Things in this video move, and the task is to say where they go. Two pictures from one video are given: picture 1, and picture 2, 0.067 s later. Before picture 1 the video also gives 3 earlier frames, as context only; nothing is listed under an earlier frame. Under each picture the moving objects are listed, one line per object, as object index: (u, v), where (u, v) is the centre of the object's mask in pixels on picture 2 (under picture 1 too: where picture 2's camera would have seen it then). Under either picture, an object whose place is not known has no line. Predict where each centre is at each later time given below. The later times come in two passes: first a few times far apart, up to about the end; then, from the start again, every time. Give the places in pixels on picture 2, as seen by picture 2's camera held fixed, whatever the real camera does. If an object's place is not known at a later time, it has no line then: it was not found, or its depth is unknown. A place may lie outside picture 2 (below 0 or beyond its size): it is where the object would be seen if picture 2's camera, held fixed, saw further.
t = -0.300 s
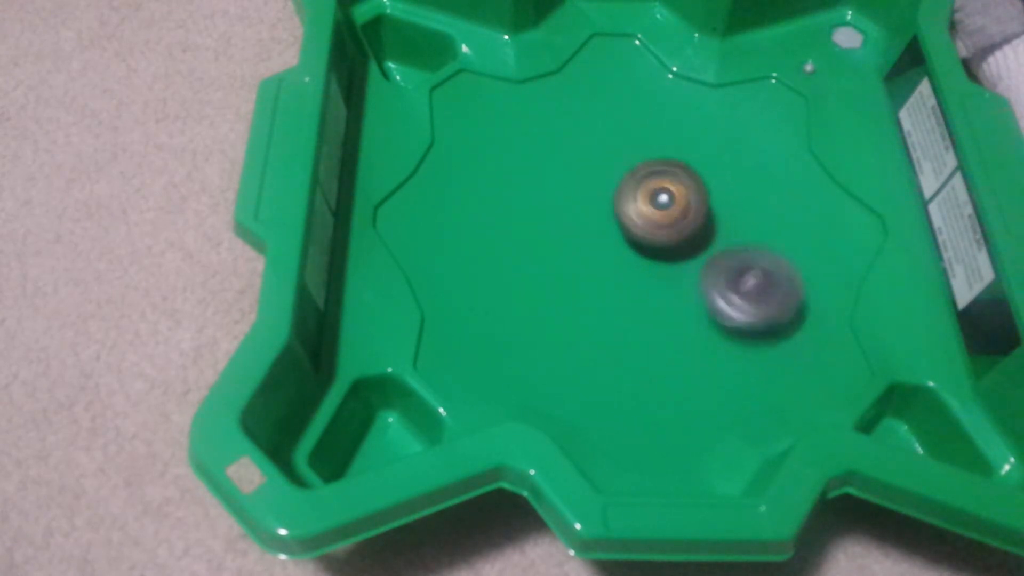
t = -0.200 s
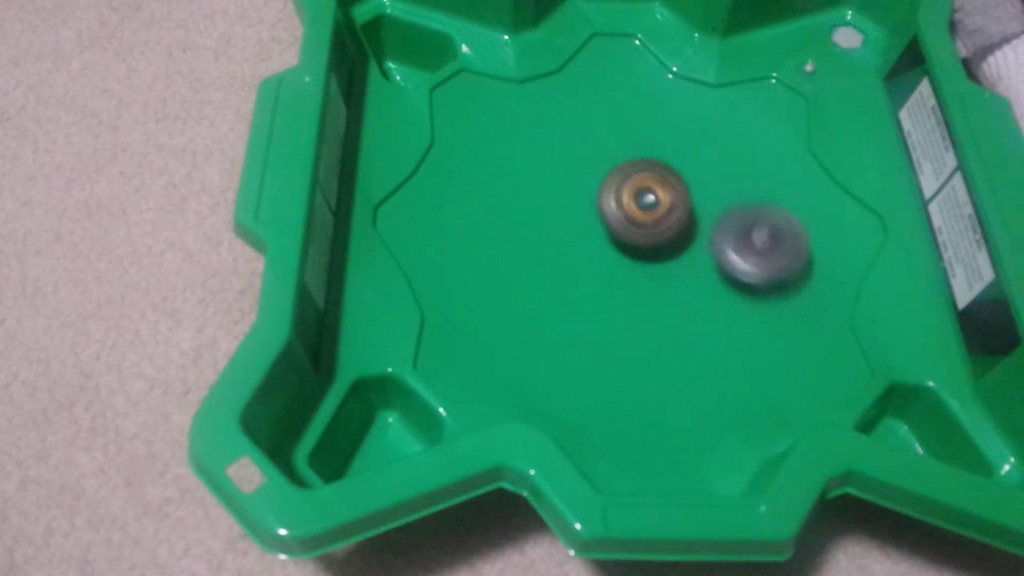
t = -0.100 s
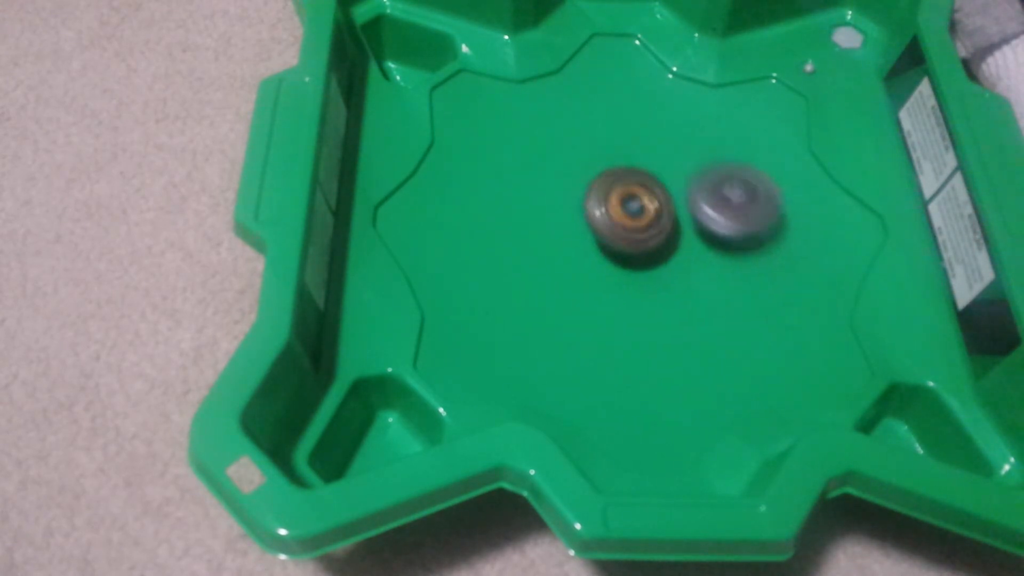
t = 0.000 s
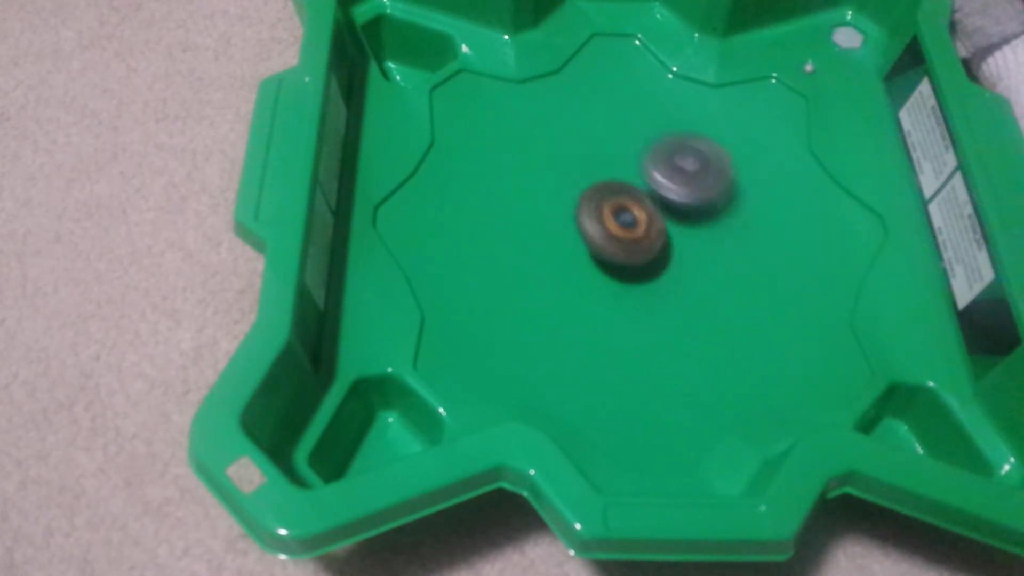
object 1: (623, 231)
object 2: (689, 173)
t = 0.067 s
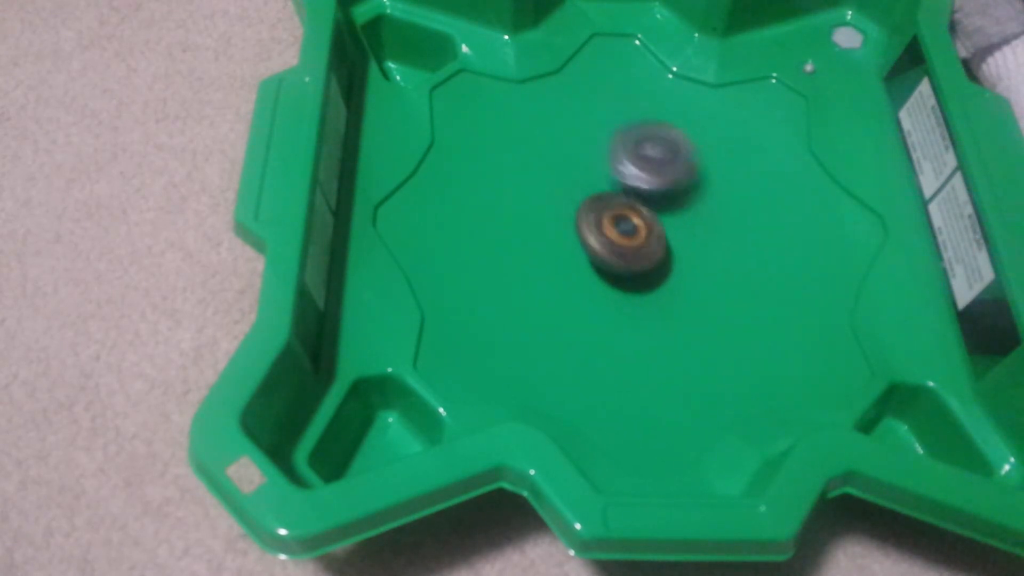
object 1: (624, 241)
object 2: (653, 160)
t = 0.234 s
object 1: (641, 259)
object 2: (563, 165)
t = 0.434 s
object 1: (665, 252)
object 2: (518, 231)
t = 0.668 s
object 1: (653, 220)
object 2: (623, 299)
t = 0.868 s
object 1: (620, 219)
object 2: (715, 253)
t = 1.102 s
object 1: (611, 242)
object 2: (708, 160)
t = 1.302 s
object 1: (635, 250)
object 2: (618, 131)
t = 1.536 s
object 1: (650, 227)
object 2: (552, 205)
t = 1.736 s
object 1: (631, 208)
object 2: (596, 290)
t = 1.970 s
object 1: (610, 220)
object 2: (709, 299)
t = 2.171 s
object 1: (626, 238)
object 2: (732, 225)
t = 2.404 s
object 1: (620, 235)
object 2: (717, 136)
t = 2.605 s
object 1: (615, 225)
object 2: (639, 112)
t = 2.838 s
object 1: (613, 244)
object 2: (574, 159)
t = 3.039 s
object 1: (634, 333)
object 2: (572, 111)
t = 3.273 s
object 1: (679, 326)
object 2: (598, 138)
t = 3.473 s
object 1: (676, 271)
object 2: (655, 186)
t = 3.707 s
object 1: (631, 265)
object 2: (705, 204)
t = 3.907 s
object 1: (598, 278)
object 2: (731, 241)
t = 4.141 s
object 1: (601, 285)
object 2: (717, 273)
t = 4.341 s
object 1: (562, 249)
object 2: (743, 288)
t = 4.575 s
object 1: (544, 223)
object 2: (703, 256)
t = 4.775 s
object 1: (547, 214)
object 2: (642, 224)
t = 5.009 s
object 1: (540, 203)
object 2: (643, 188)
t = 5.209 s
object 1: (558, 203)
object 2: (644, 170)
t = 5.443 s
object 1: (594, 200)
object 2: (682, 170)
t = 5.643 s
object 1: (609, 197)
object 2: (718, 177)
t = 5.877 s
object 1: (625, 190)
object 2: (718, 214)
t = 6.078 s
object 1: (619, 187)
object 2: (707, 257)
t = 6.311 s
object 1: (616, 200)
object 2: (665, 285)
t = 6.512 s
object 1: (631, 203)
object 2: (615, 292)
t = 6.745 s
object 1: (645, 194)
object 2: (572, 268)
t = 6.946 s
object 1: (651, 192)
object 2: (569, 232)
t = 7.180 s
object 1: (677, 179)
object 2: (575, 202)
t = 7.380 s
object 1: (686, 180)
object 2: (586, 193)
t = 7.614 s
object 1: (694, 193)
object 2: (596, 216)
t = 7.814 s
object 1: (713, 197)
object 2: (607, 244)
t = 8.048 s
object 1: (712, 201)
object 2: (637, 261)
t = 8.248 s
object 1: (701, 211)
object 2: (621, 284)
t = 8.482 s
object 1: (699, 232)
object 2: (608, 272)
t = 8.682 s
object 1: (704, 226)
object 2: (593, 246)
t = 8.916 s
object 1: (708, 222)
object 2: (578, 210)
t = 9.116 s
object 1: (698, 230)
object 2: (602, 196)
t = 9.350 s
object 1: (723, 248)
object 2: (617, 192)
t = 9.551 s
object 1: (723, 245)
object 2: (629, 202)
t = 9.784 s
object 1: (700, 256)
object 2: (611, 214)
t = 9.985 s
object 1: (714, 276)
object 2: (594, 222)
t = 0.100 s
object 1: (626, 246)
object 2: (634, 157)
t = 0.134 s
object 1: (628, 250)
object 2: (615, 155)
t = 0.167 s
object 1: (632, 254)
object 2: (597, 156)
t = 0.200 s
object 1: (636, 256)
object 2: (579, 158)
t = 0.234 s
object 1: (641, 259)
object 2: (563, 165)
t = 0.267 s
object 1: (646, 260)
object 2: (549, 171)
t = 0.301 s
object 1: (650, 260)
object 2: (536, 181)
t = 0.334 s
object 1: (655, 259)
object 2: (527, 191)
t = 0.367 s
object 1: (659, 257)
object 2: (521, 205)
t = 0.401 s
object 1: (663, 255)
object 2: (517, 218)
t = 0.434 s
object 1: (665, 252)
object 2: (518, 231)
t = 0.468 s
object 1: (667, 248)
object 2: (525, 249)
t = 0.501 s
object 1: (667, 243)
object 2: (536, 263)
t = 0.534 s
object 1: (666, 239)
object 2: (548, 274)
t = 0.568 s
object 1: (664, 234)
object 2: (565, 286)
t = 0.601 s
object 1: (661, 230)
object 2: (583, 294)
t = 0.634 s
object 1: (658, 226)
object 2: (604, 299)
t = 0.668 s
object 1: (653, 220)
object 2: (623, 299)
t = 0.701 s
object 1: (648, 216)
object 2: (643, 297)
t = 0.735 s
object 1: (641, 213)
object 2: (662, 294)
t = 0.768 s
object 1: (633, 212)
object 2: (678, 286)
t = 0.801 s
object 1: (627, 214)
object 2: (693, 277)
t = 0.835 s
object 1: (622, 216)
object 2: (706, 266)
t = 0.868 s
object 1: (620, 219)
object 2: (715, 253)
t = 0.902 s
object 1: (616, 221)
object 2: (723, 239)
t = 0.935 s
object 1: (613, 224)
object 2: (727, 226)
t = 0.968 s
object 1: (610, 227)
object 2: (730, 213)
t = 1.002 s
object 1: (609, 231)
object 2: (728, 199)
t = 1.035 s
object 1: (609, 235)
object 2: (724, 184)
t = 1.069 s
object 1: (609, 238)
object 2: (717, 171)
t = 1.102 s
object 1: (611, 242)
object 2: (708, 160)
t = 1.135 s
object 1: (614, 245)
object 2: (697, 150)
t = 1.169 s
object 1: (618, 248)
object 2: (683, 142)
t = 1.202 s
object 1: (621, 250)
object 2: (668, 135)
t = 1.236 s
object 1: (626, 251)
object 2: (652, 131)
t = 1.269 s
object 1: (631, 251)
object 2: (635, 130)
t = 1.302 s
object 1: (635, 250)
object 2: (618, 131)
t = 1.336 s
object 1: (640, 249)
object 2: (603, 135)
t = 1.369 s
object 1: (643, 246)
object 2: (588, 143)
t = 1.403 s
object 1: (647, 243)
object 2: (576, 152)
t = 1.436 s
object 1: (649, 240)
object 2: (566, 163)
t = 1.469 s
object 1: (651, 236)
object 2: (560, 177)
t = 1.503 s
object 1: (651, 231)
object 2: (554, 191)
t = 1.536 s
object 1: (650, 227)
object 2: (552, 205)
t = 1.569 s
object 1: (649, 222)
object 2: (554, 222)
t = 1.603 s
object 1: (647, 218)
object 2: (557, 237)
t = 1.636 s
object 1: (644, 214)
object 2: (563, 252)
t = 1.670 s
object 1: (640, 211)
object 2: (570, 263)
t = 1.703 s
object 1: (635, 209)
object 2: (582, 279)
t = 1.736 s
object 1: (631, 208)
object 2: (596, 290)
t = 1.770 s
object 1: (626, 207)
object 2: (612, 300)
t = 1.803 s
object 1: (622, 208)
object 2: (625, 304)
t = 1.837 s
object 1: (617, 210)
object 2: (642, 308)
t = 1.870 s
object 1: (614, 212)
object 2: (661, 312)
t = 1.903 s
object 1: (612, 214)
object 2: (678, 310)
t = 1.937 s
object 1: (610, 217)
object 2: (694, 306)
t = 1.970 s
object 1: (610, 220)
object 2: (709, 299)
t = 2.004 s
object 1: (610, 224)
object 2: (721, 290)
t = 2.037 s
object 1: (612, 228)
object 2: (730, 278)
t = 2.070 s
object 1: (614, 231)
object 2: (735, 265)
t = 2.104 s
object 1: (617, 234)
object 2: (737, 252)
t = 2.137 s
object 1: (621, 236)
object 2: (736, 237)
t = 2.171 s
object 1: (626, 238)
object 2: (732, 225)
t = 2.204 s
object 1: (631, 239)
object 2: (726, 213)
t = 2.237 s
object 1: (630, 240)
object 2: (723, 200)
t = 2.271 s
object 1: (623, 240)
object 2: (729, 186)
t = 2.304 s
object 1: (619, 241)
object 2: (731, 172)
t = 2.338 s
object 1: (619, 240)
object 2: (728, 159)
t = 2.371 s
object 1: (619, 238)
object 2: (723, 147)
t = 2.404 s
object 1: (620, 235)
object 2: (717, 136)
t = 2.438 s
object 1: (619, 233)
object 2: (708, 127)
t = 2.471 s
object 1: (618, 232)
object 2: (697, 119)
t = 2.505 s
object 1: (618, 230)
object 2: (683, 114)
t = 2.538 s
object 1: (618, 228)
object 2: (669, 111)
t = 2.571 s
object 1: (617, 226)
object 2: (654, 110)
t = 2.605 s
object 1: (615, 225)
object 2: (639, 112)
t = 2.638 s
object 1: (614, 224)
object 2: (624, 117)
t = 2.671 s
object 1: (614, 223)
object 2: (612, 127)
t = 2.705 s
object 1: (613, 223)
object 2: (600, 135)
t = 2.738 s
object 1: (612, 231)
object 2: (592, 137)
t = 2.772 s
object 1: (612, 238)
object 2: (585, 142)
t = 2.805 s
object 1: (612, 242)
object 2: (578, 149)
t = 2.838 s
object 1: (613, 244)
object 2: (574, 159)
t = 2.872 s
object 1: (614, 259)
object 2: (575, 159)
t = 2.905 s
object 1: (616, 284)
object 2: (573, 142)
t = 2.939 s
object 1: (619, 304)
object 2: (573, 130)
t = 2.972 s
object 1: (624, 318)
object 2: (573, 122)
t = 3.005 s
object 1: (628, 327)
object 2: (572, 116)
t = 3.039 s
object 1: (634, 333)
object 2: (572, 111)
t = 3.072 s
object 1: (640, 337)
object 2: (571, 108)
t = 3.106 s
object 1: (648, 340)
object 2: (572, 107)
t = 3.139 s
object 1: (655, 340)
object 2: (574, 109)
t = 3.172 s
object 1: (663, 339)
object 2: (578, 115)
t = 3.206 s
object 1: (669, 336)
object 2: (583, 121)
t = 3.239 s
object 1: (675, 332)
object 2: (590, 129)
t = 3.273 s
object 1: (679, 326)
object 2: (598, 138)
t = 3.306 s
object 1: (683, 319)
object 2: (607, 145)
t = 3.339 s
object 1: (684, 311)
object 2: (616, 153)
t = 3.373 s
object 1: (685, 301)
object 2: (625, 160)
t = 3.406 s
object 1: (683, 292)
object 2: (635, 169)
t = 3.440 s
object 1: (680, 281)
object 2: (644, 177)
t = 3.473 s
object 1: (676, 271)
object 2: (655, 186)
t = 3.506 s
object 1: (674, 266)
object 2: (662, 183)
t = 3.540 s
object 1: (668, 268)
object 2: (669, 181)
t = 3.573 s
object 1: (663, 267)
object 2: (676, 181)
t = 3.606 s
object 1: (656, 265)
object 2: (683, 183)
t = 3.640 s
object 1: (648, 263)
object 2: (690, 188)
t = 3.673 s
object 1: (639, 264)
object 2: (697, 196)
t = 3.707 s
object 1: (631, 265)
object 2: (705, 204)
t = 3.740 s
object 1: (623, 266)
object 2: (712, 212)
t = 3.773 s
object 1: (616, 268)
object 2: (718, 218)
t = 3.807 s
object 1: (610, 270)
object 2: (723, 223)
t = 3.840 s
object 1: (605, 272)
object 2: (725, 228)
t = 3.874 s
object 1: (601, 275)
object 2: (729, 235)
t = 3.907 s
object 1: (598, 278)
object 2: (731, 241)
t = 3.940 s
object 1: (596, 280)
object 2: (734, 248)
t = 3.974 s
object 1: (595, 282)
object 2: (734, 253)
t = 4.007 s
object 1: (594, 284)
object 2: (734, 257)
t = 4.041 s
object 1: (595, 285)
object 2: (732, 261)
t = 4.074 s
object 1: (597, 286)
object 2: (728, 265)
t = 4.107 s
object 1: (599, 286)
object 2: (722, 270)
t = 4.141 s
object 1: (601, 285)
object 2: (717, 273)
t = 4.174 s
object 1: (604, 284)
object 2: (709, 275)
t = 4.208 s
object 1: (597, 280)
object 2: (709, 278)
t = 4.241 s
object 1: (585, 271)
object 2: (722, 285)
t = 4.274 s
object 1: (573, 263)
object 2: (731, 289)
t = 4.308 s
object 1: (567, 255)
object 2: (738, 288)
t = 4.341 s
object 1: (562, 249)
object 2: (743, 288)
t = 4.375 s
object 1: (559, 244)
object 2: (746, 285)
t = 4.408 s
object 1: (555, 240)
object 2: (744, 281)
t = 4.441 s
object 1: (553, 235)
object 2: (740, 276)
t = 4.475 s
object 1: (549, 232)
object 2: (733, 271)
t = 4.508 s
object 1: (547, 229)
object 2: (722, 262)
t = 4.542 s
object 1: (545, 226)
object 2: (713, 260)
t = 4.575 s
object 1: (544, 223)
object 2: (703, 256)
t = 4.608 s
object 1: (543, 222)
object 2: (692, 251)
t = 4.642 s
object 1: (544, 220)
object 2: (681, 245)
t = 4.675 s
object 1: (544, 219)
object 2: (670, 241)
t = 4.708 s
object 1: (546, 217)
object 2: (660, 235)
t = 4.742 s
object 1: (548, 216)
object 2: (648, 229)
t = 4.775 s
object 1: (547, 214)
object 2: (642, 224)
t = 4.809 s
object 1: (540, 211)
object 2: (648, 222)
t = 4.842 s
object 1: (536, 209)
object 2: (650, 218)
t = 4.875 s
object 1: (536, 207)
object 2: (650, 212)
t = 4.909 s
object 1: (535, 205)
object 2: (650, 207)
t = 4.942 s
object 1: (536, 204)
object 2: (648, 200)
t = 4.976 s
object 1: (537, 203)
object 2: (646, 194)
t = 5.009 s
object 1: (540, 203)
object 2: (643, 188)
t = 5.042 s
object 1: (543, 204)
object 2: (638, 183)
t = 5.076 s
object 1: (546, 204)
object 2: (634, 179)
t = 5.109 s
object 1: (547, 204)
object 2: (635, 177)
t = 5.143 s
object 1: (550, 204)
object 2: (637, 174)
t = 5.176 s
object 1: (555, 204)
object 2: (640, 171)
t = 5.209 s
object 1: (558, 203)
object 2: (644, 170)
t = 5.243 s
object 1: (562, 204)
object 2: (650, 169)
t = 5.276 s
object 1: (566, 204)
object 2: (657, 167)
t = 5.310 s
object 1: (571, 204)
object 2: (663, 167)
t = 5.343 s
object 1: (575, 203)
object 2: (669, 168)
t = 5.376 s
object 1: (581, 202)
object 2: (674, 166)
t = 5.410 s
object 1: (587, 202)
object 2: (678, 167)
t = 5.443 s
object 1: (594, 200)
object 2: (682, 170)
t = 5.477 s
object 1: (595, 200)
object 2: (688, 170)
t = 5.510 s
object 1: (597, 200)
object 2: (696, 170)
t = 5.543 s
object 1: (600, 200)
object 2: (703, 171)
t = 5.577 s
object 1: (603, 199)
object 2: (709, 172)
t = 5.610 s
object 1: (606, 197)
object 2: (714, 174)
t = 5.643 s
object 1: (609, 197)
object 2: (718, 177)
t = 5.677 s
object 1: (613, 196)
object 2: (720, 180)
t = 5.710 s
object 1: (616, 195)
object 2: (722, 186)
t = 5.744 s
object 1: (619, 194)
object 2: (722, 191)
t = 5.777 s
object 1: (622, 193)
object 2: (721, 194)
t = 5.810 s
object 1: (624, 192)
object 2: (721, 204)
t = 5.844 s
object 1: (624, 191)
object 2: (721, 208)
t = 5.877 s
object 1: (625, 190)
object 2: (718, 214)
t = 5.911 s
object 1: (626, 189)
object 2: (717, 222)
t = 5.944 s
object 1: (626, 189)
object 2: (712, 224)
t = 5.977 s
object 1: (626, 188)
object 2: (709, 233)
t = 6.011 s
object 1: (623, 187)
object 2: (711, 246)
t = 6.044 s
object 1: (620, 187)
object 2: (708, 248)
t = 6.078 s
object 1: (619, 187)
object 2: (707, 257)
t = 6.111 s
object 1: (617, 186)
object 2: (706, 267)
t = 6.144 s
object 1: (616, 187)
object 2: (700, 269)
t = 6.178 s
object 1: (614, 189)
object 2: (695, 274)
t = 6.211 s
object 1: (614, 191)
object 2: (689, 278)
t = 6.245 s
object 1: (614, 194)
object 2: (682, 282)
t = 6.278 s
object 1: (615, 197)
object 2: (673, 285)
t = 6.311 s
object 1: (616, 200)
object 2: (665, 285)
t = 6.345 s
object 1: (618, 203)
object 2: (656, 286)
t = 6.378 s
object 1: (621, 205)
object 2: (647, 285)
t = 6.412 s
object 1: (623, 206)
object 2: (638, 285)
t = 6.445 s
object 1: (626, 206)
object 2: (630, 289)
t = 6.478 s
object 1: (628, 204)
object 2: (622, 292)
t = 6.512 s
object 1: (631, 203)
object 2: (615, 292)
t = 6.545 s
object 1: (634, 202)
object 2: (606, 291)
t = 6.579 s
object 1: (637, 201)
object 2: (599, 290)
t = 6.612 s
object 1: (639, 199)
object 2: (592, 286)
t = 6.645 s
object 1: (641, 198)
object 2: (586, 284)
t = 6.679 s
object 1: (643, 197)
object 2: (580, 279)
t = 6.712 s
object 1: (644, 195)
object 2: (575, 274)
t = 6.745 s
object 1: (645, 194)
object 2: (572, 268)
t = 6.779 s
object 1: (646, 193)
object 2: (569, 262)
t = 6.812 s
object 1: (647, 193)
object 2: (568, 256)
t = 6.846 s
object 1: (647, 193)
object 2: (568, 250)
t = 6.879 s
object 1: (647, 193)
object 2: (568, 242)
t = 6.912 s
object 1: (648, 193)
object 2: (571, 236)
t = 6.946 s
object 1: (651, 192)
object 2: (569, 232)
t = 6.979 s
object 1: (660, 188)
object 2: (563, 229)
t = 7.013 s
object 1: (667, 185)
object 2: (561, 226)
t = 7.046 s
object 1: (670, 184)
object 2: (561, 220)
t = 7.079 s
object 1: (673, 183)
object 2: (564, 216)
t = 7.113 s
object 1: (675, 181)
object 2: (566, 210)
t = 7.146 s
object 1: (677, 181)
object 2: (570, 206)
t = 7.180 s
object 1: (677, 179)
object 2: (575, 202)
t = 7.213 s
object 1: (677, 179)
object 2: (579, 198)
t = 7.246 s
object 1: (679, 178)
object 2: (583, 196)
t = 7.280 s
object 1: (683, 178)
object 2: (582, 194)
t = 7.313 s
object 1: (685, 178)
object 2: (583, 194)
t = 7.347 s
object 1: (684, 179)
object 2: (586, 194)
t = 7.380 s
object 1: (686, 180)
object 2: (586, 193)
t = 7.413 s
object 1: (688, 180)
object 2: (584, 195)
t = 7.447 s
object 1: (689, 182)
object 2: (584, 197)
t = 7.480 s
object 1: (689, 184)
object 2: (584, 201)
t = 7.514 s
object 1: (689, 187)
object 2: (586, 203)
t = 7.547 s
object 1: (690, 189)
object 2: (590, 208)
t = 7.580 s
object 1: (690, 191)
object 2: (595, 213)
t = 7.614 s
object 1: (694, 193)
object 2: (596, 216)
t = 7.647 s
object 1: (700, 193)
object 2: (593, 223)
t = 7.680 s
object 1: (704, 194)
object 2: (593, 225)
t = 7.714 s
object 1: (708, 195)
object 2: (596, 234)
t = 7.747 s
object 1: (710, 197)
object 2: (598, 236)
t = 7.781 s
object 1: (712, 197)
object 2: (603, 242)
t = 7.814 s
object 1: (713, 197)
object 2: (607, 244)
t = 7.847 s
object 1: (713, 198)
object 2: (614, 250)
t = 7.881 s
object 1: (713, 199)
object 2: (621, 250)
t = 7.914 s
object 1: (712, 201)
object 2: (627, 252)
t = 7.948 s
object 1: (712, 202)
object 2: (635, 252)
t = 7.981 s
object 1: (711, 203)
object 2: (640, 252)
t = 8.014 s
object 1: (712, 203)
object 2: (642, 258)
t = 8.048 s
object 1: (712, 201)
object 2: (637, 261)
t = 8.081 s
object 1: (711, 201)
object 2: (633, 268)
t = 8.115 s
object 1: (708, 203)
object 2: (631, 270)
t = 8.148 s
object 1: (707, 205)
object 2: (628, 276)
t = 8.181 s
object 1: (705, 207)
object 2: (625, 278)
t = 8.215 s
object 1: (704, 209)
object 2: (622, 283)
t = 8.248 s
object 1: (701, 211)
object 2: (621, 284)
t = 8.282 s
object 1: (699, 214)
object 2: (620, 286)
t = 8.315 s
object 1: (697, 218)
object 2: (619, 285)
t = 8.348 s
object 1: (696, 222)
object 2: (619, 285)
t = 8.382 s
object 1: (695, 226)
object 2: (619, 282)
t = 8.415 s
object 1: (694, 230)
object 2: (619, 277)
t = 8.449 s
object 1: (695, 233)
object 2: (616, 274)
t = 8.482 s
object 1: (699, 232)
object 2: (608, 272)
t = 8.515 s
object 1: (703, 231)
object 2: (604, 269)
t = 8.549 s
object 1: (704, 230)
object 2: (600, 266)
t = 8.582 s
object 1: (705, 229)
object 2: (597, 261)
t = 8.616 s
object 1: (705, 229)
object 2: (594, 256)
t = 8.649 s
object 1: (706, 227)
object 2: (593, 251)
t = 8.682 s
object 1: (704, 226)
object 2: (593, 246)
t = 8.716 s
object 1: (702, 225)
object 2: (593, 241)
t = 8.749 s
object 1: (699, 224)
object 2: (594, 236)
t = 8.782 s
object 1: (695, 224)
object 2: (595, 230)
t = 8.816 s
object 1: (701, 223)
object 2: (589, 227)
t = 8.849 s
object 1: (705, 222)
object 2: (580, 221)
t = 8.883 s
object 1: (708, 222)
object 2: (576, 215)
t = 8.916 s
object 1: (708, 222)
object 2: (578, 210)
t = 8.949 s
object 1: (706, 222)
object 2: (580, 207)
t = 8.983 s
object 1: (704, 225)
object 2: (583, 204)
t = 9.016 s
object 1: (704, 226)
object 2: (585, 200)
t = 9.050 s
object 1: (702, 227)
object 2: (591, 198)
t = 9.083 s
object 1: (701, 228)
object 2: (596, 196)
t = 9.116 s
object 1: (698, 230)
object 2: (602, 196)
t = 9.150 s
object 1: (697, 233)
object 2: (606, 194)
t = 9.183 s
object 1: (699, 236)
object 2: (611, 194)
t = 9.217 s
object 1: (702, 239)
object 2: (614, 193)
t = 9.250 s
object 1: (710, 243)
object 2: (613, 191)
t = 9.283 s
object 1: (717, 246)
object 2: (614, 190)
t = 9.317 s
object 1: (721, 247)
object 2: (615, 190)
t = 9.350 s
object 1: (723, 248)
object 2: (617, 192)
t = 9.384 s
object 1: (724, 248)
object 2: (620, 193)
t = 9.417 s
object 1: (725, 247)
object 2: (624, 196)
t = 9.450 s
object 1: (724, 247)
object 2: (628, 198)
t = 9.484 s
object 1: (723, 246)
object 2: (632, 201)
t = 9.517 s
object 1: (724, 245)
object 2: (632, 201)
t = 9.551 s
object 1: (723, 245)
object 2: (629, 202)
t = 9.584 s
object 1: (722, 245)
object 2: (627, 202)
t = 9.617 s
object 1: (720, 245)
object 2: (622, 202)
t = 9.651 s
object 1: (715, 245)
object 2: (619, 203)
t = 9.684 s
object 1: (710, 247)
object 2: (616, 205)
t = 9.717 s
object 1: (705, 250)
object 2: (614, 208)
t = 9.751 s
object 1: (702, 253)
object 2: (612, 210)
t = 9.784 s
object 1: (700, 256)
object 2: (611, 214)
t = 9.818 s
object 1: (698, 259)
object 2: (611, 216)
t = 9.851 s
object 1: (699, 263)
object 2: (611, 221)
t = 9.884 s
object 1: (702, 267)
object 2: (608, 222)
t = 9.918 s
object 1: (707, 272)
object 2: (601, 221)
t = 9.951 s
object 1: (711, 275)
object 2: (597, 222)
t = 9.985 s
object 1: (714, 276)
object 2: (594, 222)
